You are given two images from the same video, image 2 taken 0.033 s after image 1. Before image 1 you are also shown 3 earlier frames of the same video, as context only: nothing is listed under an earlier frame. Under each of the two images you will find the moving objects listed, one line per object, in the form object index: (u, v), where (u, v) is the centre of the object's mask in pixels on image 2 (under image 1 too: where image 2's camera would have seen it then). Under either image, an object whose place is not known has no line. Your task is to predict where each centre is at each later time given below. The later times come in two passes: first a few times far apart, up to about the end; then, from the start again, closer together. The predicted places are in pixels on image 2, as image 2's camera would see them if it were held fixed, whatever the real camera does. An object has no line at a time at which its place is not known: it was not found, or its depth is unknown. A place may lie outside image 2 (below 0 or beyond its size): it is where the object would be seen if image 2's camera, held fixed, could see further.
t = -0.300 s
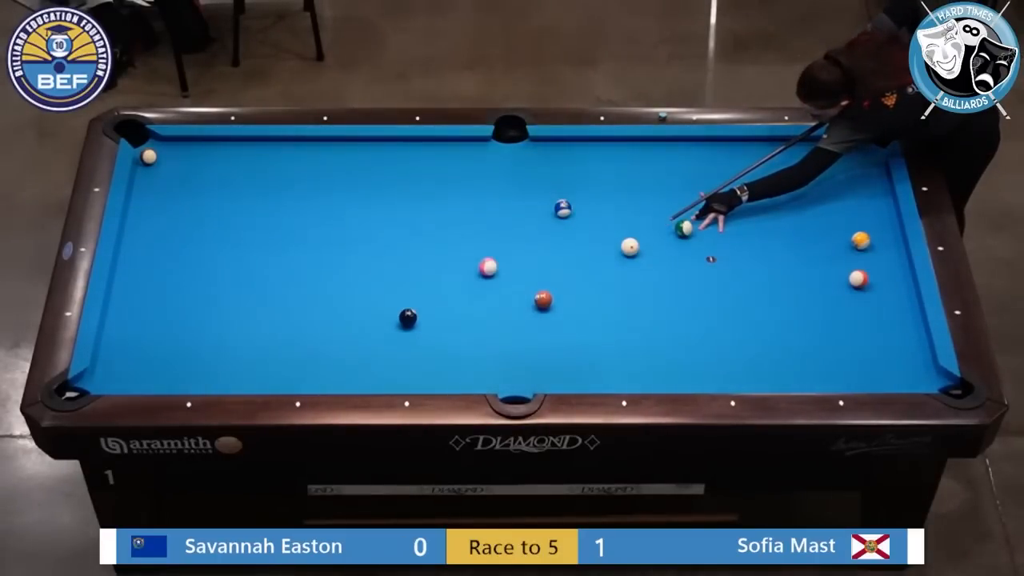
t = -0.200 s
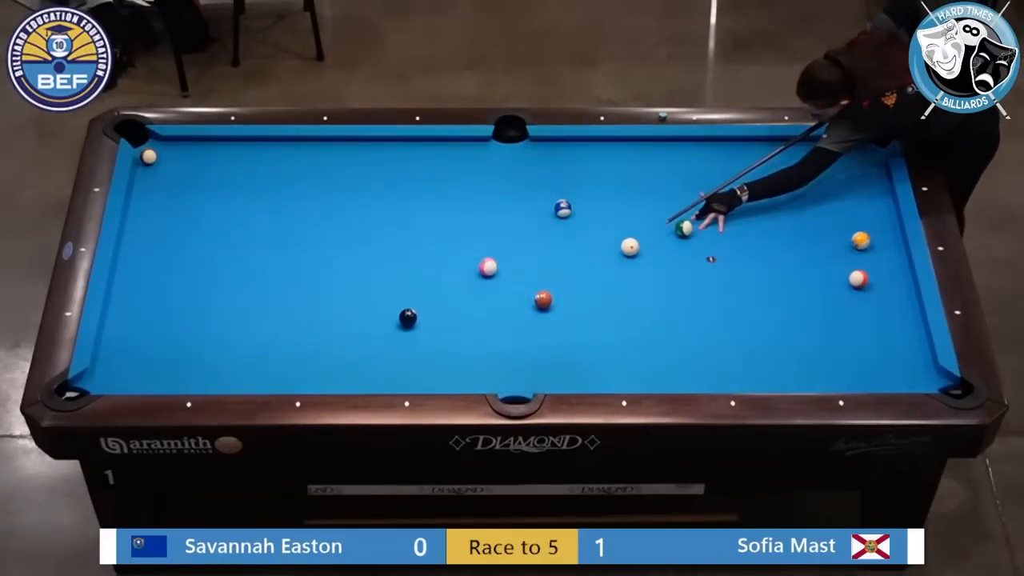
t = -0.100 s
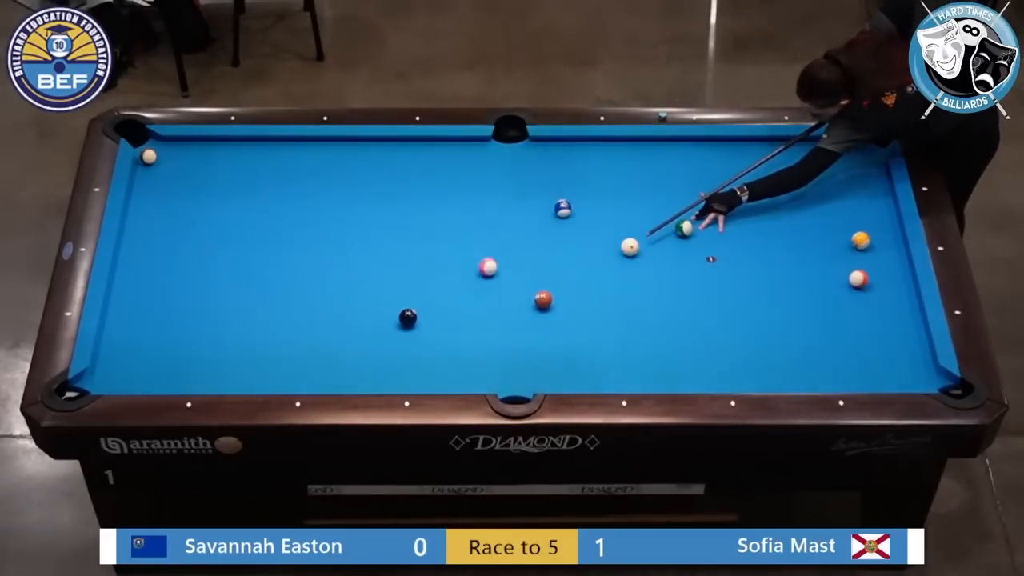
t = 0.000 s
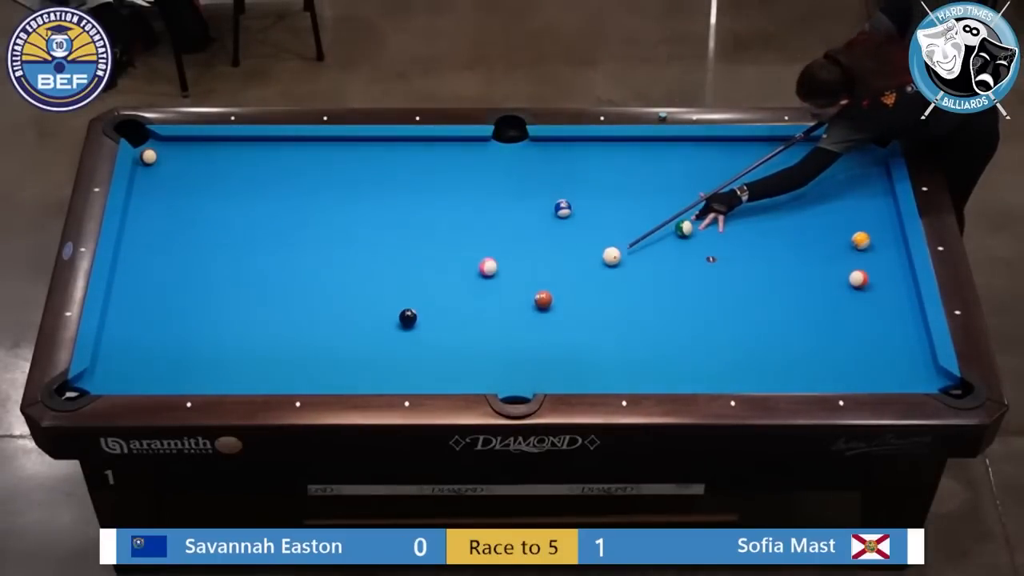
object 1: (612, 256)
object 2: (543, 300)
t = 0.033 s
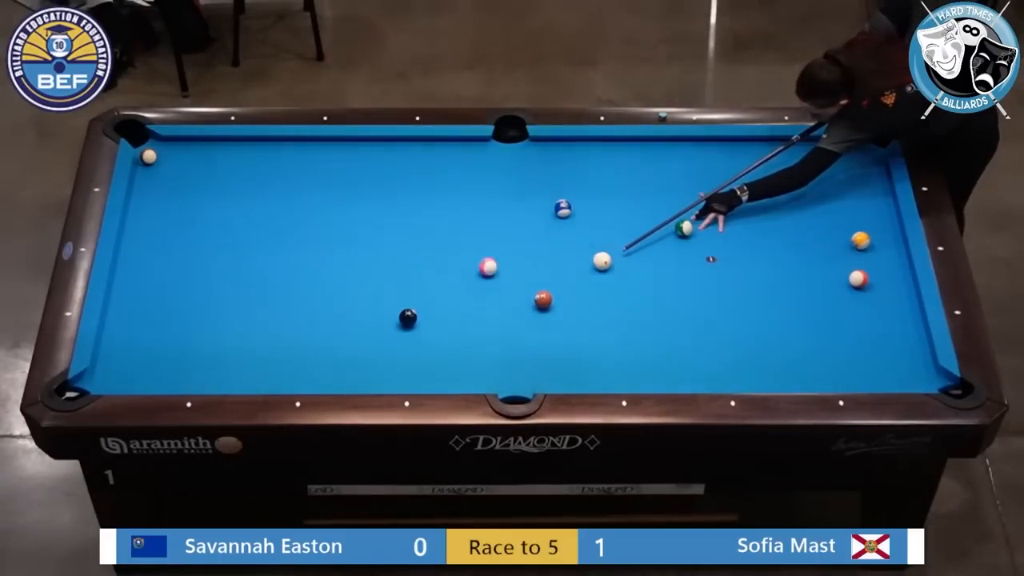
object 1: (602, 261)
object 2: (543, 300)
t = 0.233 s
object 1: (552, 285)
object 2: (543, 299)
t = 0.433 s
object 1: (511, 288)
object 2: (535, 319)
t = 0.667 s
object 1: (465, 291)
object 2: (527, 341)
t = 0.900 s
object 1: (421, 293)
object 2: (519, 363)
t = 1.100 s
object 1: (384, 294)
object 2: (513, 381)
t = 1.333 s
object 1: (343, 296)
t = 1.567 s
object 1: (303, 297)
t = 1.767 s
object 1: (271, 298)
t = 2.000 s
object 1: (234, 300)
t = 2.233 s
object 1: (200, 301)
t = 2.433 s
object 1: (172, 302)
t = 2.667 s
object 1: (140, 303)
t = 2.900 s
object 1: (111, 304)
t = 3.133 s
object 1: (126, 304)
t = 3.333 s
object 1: (139, 304)
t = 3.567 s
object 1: (151, 303)
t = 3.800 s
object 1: (162, 303)
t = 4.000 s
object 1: (171, 302)
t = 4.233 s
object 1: (178, 302)
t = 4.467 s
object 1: (185, 301)
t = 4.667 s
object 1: (190, 301)
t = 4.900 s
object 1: (193, 301)
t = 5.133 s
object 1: (196, 300)
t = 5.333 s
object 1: (196, 300)
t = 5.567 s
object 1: (196, 300)
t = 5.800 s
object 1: (196, 301)
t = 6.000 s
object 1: (196, 301)
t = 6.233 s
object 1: (196, 301)
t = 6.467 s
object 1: (196, 301)
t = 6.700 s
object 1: (196, 301)
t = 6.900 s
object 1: (196, 301)
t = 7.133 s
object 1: (196, 301)
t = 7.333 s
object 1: (196, 301)
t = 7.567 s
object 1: (196, 301)
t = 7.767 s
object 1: (196, 301)
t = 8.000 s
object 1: (196, 301)
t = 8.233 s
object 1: (196, 301)
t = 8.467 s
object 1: (196, 301)
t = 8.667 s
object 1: (196, 301)
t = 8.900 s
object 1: (196, 301)
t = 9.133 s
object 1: (196, 301)
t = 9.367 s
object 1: (196, 301)
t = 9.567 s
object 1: (196, 301)
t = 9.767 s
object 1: (196, 301)
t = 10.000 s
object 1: (196, 301)
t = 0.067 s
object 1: (593, 266)
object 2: (543, 299)
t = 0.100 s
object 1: (584, 270)
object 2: (543, 299)
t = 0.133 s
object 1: (576, 274)
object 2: (543, 299)
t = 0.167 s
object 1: (568, 278)
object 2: (543, 299)
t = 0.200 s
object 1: (560, 282)
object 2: (543, 299)
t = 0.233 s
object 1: (552, 285)
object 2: (543, 299)
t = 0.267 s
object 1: (544, 286)
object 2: (542, 302)
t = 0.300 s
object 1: (537, 287)
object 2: (541, 306)
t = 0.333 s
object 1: (531, 288)
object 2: (539, 309)
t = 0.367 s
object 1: (524, 288)
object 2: (538, 313)
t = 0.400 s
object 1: (517, 288)
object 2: (537, 316)
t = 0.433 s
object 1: (511, 288)
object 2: (535, 319)
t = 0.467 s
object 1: (504, 289)
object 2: (534, 323)
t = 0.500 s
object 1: (497, 289)
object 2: (533, 326)
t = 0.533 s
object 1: (491, 289)
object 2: (532, 329)
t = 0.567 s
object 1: (484, 290)
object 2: (531, 332)
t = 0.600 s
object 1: (478, 290)
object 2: (530, 335)
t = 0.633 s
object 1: (471, 290)
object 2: (529, 339)
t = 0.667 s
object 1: (465, 291)
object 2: (527, 341)
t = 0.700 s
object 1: (458, 291)
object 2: (526, 345)
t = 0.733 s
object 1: (452, 291)
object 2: (525, 348)
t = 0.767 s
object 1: (446, 292)
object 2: (524, 351)
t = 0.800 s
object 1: (439, 292)
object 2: (523, 354)
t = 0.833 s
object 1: (433, 292)
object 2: (522, 357)
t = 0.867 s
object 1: (427, 292)
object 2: (520, 360)
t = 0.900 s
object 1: (421, 293)
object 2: (519, 363)
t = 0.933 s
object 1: (415, 293)
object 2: (518, 366)
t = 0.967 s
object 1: (408, 293)
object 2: (517, 369)
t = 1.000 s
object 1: (402, 293)
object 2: (516, 373)
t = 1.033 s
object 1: (396, 294)
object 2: (515, 375)
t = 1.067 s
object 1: (390, 294)
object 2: (514, 378)
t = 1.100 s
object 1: (384, 294)
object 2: (513, 381)
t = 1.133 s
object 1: (378, 295)
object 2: (512, 384)
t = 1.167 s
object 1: (372, 295)
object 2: (510, 386)
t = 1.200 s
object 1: (367, 295)
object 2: (509, 390)
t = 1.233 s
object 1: (360, 295)
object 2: (508, 395)
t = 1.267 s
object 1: (355, 296)
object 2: (508, 399)
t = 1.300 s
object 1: (349, 296)
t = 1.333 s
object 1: (343, 296)
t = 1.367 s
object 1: (337, 296)
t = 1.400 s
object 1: (332, 296)
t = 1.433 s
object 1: (326, 297)
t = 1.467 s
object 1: (320, 297)
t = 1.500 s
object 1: (315, 297)
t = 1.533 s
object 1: (312, 297)
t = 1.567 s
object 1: (303, 297)
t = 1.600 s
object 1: (298, 298)
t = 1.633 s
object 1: (292, 298)
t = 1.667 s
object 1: (287, 298)
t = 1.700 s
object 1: (282, 298)
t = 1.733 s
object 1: (276, 298)
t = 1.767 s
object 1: (271, 298)
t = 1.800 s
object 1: (266, 299)
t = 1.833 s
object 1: (260, 299)
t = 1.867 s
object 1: (255, 299)
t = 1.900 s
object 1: (250, 299)
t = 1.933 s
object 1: (245, 299)
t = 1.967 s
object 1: (240, 300)
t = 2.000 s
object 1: (234, 300)
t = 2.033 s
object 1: (230, 300)
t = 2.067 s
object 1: (225, 300)
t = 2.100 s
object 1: (220, 301)
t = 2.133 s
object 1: (215, 301)
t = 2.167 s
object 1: (210, 301)
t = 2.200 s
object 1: (207, 301)
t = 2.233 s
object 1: (200, 301)
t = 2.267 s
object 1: (195, 301)
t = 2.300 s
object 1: (190, 302)
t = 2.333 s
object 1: (186, 302)
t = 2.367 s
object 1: (181, 302)
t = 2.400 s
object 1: (176, 302)
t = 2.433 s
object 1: (172, 302)
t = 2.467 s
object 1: (167, 303)
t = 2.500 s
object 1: (162, 303)
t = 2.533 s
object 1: (158, 303)
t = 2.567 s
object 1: (153, 303)
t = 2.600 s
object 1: (149, 303)
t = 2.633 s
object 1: (144, 303)
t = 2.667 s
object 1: (140, 303)
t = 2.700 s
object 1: (136, 303)
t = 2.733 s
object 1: (131, 304)
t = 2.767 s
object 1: (127, 304)
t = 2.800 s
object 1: (123, 303)
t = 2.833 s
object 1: (118, 304)
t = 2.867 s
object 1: (115, 304)
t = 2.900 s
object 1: (111, 304)
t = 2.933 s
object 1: (113, 304)
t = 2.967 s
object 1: (115, 304)
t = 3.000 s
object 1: (118, 304)
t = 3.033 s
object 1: (120, 304)
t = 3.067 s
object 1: (122, 304)
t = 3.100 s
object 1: (124, 304)
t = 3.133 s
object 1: (126, 304)
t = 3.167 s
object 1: (129, 304)
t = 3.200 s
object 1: (131, 304)
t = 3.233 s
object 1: (133, 304)
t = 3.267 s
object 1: (135, 304)
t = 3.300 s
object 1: (137, 304)
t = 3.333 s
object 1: (139, 304)
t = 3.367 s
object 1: (140, 304)
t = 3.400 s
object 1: (142, 304)
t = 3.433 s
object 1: (144, 304)
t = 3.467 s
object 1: (146, 304)
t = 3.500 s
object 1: (148, 304)
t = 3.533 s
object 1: (149, 304)
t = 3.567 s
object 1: (151, 303)
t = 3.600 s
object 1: (153, 304)
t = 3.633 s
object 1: (155, 303)
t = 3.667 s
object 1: (156, 303)
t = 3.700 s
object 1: (158, 303)
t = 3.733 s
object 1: (159, 303)
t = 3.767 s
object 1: (160, 303)
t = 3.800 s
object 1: (162, 303)
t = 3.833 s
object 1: (164, 303)
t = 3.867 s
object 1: (165, 303)
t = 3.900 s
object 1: (166, 303)
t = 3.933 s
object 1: (168, 303)
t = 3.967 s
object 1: (169, 303)
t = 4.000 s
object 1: (171, 302)
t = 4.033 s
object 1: (172, 302)
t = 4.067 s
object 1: (173, 302)
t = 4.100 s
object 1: (174, 302)
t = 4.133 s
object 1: (175, 302)
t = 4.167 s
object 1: (176, 302)
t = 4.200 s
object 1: (177, 302)
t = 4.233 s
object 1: (178, 302)
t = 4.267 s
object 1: (179, 302)
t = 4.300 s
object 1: (180, 301)
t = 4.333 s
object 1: (181, 301)
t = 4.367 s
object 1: (182, 301)
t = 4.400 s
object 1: (183, 301)
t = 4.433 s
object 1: (184, 301)
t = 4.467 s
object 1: (185, 301)
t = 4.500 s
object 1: (185, 301)
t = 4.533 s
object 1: (187, 301)
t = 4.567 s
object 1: (187, 301)
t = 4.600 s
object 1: (188, 301)
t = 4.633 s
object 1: (189, 300)
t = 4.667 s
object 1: (190, 301)
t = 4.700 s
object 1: (190, 301)
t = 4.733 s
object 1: (191, 301)
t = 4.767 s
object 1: (191, 300)
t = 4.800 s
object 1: (192, 301)
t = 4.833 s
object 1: (193, 300)
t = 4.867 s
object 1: (193, 300)
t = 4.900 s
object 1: (193, 301)
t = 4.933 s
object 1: (194, 300)
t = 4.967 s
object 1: (194, 300)
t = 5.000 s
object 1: (195, 300)
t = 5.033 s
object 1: (195, 300)
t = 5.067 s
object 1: (195, 300)
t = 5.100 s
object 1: (195, 300)
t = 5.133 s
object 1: (196, 300)
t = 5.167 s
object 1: (196, 300)
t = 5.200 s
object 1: (196, 300)
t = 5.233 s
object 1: (196, 300)
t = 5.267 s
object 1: (196, 300)
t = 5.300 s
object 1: (196, 300)
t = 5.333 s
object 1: (196, 300)
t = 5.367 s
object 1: (196, 300)
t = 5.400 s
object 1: (196, 300)
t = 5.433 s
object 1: (196, 300)
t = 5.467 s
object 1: (196, 300)
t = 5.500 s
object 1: (196, 300)
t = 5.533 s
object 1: (196, 300)
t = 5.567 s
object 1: (196, 300)
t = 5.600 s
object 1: (196, 301)
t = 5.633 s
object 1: (196, 301)
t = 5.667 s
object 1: (196, 301)
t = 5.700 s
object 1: (196, 301)
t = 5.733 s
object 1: (196, 301)
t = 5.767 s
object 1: (196, 301)
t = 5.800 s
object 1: (196, 301)
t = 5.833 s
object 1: (196, 301)
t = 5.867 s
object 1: (196, 301)
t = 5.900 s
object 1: (196, 301)
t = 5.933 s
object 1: (196, 301)
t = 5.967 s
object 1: (196, 301)
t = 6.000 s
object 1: (196, 301)
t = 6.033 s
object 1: (196, 301)
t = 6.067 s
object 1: (196, 301)
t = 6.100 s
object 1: (196, 301)
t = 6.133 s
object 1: (196, 301)
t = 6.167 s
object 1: (196, 301)
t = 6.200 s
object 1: (196, 301)
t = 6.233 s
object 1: (196, 301)
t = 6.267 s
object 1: (196, 301)
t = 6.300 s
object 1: (196, 301)
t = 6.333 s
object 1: (196, 301)
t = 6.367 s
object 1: (196, 301)
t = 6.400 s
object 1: (196, 301)
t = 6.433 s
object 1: (196, 301)
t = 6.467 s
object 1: (196, 301)
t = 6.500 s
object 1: (196, 301)
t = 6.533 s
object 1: (196, 301)
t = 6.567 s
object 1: (196, 301)
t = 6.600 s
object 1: (196, 301)
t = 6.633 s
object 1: (196, 301)
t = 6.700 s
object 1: (196, 301)
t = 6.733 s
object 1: (196, 301)
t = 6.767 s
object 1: (196, 301)
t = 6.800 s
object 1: (196, 301)
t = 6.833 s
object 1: (196, 301)
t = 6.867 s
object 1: (196, 301)
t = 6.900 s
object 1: (196, 301)
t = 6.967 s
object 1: (196, 301)
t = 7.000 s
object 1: (196, 301)
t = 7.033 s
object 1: (196, 301)
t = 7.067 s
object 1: (196, 301)
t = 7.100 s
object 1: (196, 301)
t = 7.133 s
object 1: (196, 301)
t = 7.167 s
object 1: (196, 301)
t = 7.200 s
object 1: (196, 301)
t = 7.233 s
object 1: (196, 301)
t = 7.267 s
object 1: (196, 301)
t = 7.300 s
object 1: (196, 301)
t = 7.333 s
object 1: (196, 301)
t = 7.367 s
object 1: (196, 301)
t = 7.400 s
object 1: (196, 301)
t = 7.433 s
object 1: (196, 301)
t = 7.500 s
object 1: (196, 301)
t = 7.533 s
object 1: (196, 301)
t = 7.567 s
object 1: (196, 301)
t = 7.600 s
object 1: (196, 301)
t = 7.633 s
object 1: (196, 301)
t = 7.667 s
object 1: (196, 301)
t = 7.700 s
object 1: (196, 301)
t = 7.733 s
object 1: (196, 301)
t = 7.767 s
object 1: (196, 301)
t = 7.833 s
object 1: (196, 301)
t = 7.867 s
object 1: (196, 301)
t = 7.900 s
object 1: (196, 301)
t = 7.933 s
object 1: (196, 301)
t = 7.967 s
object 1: (196, 301)
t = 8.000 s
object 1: (196, 301)
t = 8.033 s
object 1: (196, 301)
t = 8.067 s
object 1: (196, 301)
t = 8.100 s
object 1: (196, 301)
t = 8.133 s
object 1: (196, 301)
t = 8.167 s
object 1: (196, 301)
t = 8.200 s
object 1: (196, 301)
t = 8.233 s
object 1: (196, 301)
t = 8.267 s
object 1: (196, 301)
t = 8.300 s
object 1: (196, 301)
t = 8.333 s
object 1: (196, 301)
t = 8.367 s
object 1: (196, 301)
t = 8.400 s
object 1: (196, 301)
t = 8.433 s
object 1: (196, 301)
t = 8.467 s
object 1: (196, 301)
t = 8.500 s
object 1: (196, 301)
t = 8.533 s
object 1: (196, 301)
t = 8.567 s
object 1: (196, 301)
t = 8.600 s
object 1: (196, 301)
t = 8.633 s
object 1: (196, 301)
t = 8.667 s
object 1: (196, 301)
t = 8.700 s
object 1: (196, 301)
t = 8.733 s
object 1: (196, 301)
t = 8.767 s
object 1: (196, 301)
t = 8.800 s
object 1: (196, 301)
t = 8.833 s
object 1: (196, 301)
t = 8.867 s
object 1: (196, 301)
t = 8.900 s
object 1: (196, 301)
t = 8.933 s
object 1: (196, 301)
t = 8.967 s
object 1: (196, 301)
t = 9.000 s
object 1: (196, 301)
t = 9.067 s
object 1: (196, 301)
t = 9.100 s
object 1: (196, 301)
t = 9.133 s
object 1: (196, 301)
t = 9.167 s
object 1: (196, 301)
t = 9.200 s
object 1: (196, 301)
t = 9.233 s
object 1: (196, 301)
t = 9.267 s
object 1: (196, 301)
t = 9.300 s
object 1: (196, 301)
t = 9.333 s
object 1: (196, 301)
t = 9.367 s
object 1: (196, 301)
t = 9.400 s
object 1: (196, 301)
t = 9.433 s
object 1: (196, 301)
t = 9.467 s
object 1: (196, 301)
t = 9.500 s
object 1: (196, 301)
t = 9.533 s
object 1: (196, 301)
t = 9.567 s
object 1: (196, 301)
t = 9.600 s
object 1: (196, 301)
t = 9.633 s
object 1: (196, 301)
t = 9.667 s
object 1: (196, 301)
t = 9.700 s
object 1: (196, 301)
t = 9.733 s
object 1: (196, 301)
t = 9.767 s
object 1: (196, 301)
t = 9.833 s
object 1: (196, 301)
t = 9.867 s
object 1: (196, 301)
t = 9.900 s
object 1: (196, 301)
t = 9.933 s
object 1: (196, 301)
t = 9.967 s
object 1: (196, 301)
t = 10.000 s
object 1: (196, 301)
